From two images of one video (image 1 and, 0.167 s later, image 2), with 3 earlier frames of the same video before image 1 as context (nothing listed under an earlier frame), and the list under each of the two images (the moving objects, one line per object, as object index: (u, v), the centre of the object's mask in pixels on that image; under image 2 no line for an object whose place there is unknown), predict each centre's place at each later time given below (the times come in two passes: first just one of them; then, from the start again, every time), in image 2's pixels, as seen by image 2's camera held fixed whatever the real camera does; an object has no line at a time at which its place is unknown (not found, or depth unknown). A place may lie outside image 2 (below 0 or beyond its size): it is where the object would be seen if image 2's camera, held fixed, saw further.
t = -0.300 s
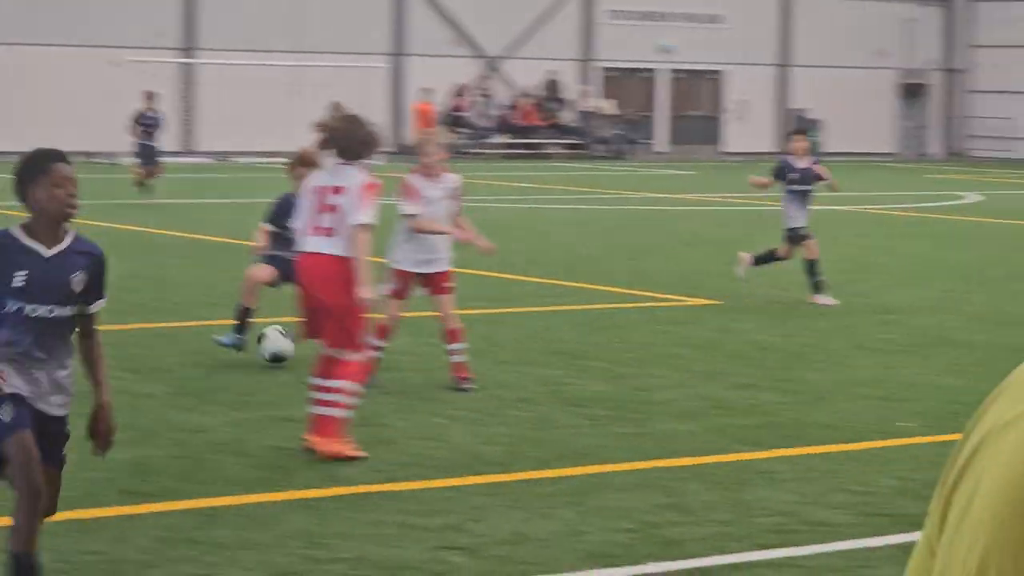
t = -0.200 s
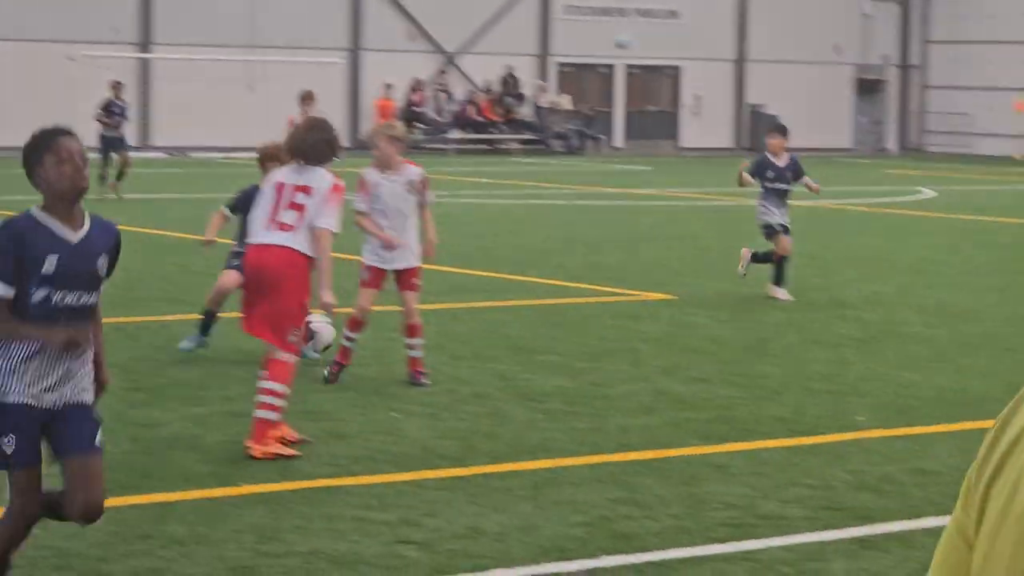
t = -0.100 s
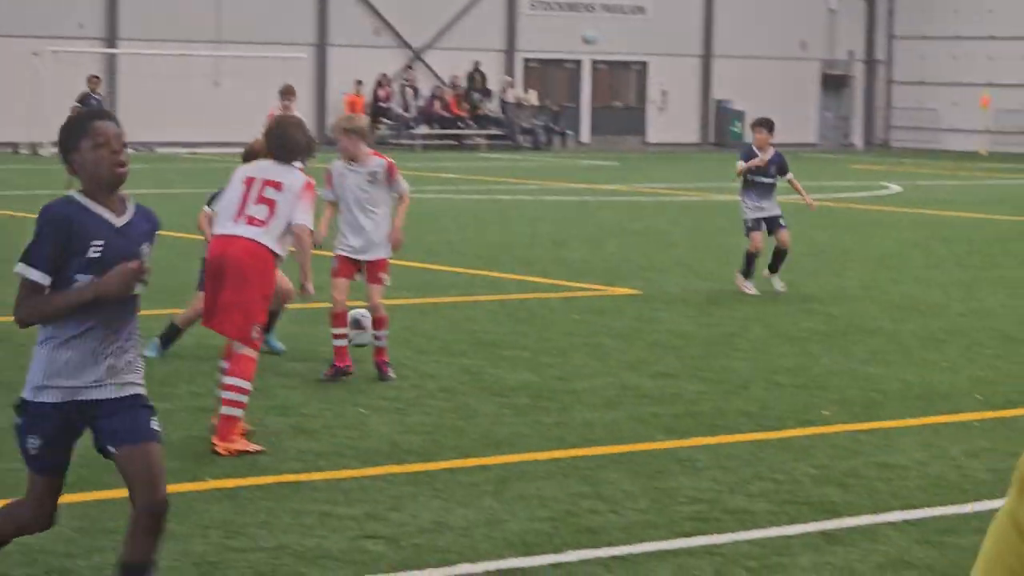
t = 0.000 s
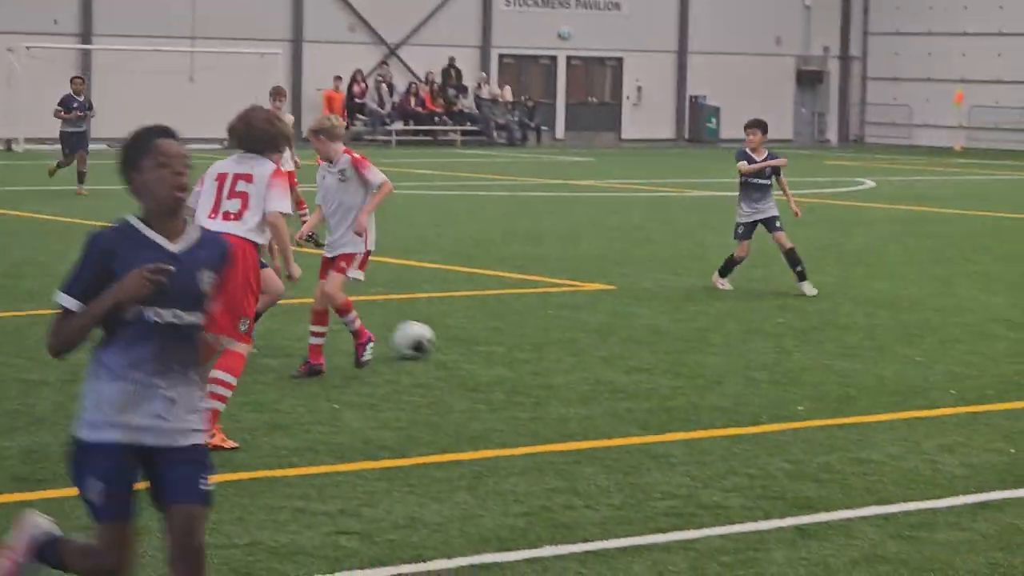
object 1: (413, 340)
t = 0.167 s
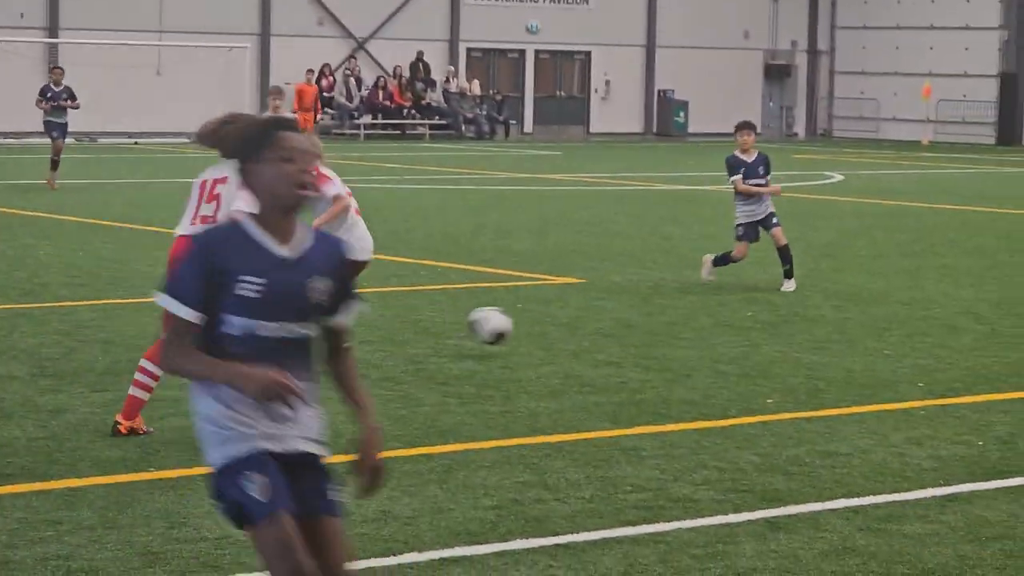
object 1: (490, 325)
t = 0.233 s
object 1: (532, 333)
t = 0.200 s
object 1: (511, 328)
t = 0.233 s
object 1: (532, 333)
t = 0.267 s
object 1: (553, 341)
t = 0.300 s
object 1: (575, 339)
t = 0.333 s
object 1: (598, 337)
